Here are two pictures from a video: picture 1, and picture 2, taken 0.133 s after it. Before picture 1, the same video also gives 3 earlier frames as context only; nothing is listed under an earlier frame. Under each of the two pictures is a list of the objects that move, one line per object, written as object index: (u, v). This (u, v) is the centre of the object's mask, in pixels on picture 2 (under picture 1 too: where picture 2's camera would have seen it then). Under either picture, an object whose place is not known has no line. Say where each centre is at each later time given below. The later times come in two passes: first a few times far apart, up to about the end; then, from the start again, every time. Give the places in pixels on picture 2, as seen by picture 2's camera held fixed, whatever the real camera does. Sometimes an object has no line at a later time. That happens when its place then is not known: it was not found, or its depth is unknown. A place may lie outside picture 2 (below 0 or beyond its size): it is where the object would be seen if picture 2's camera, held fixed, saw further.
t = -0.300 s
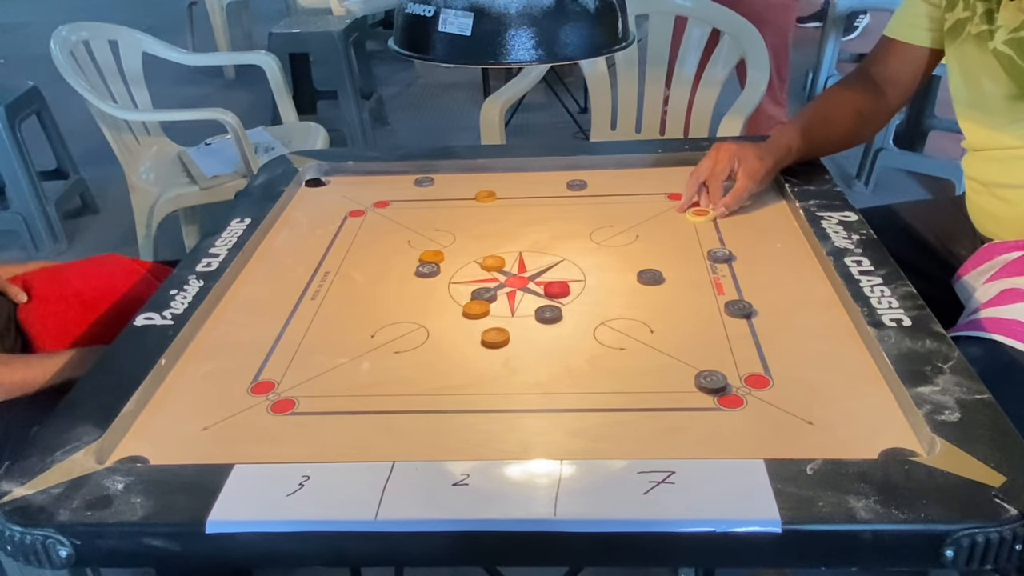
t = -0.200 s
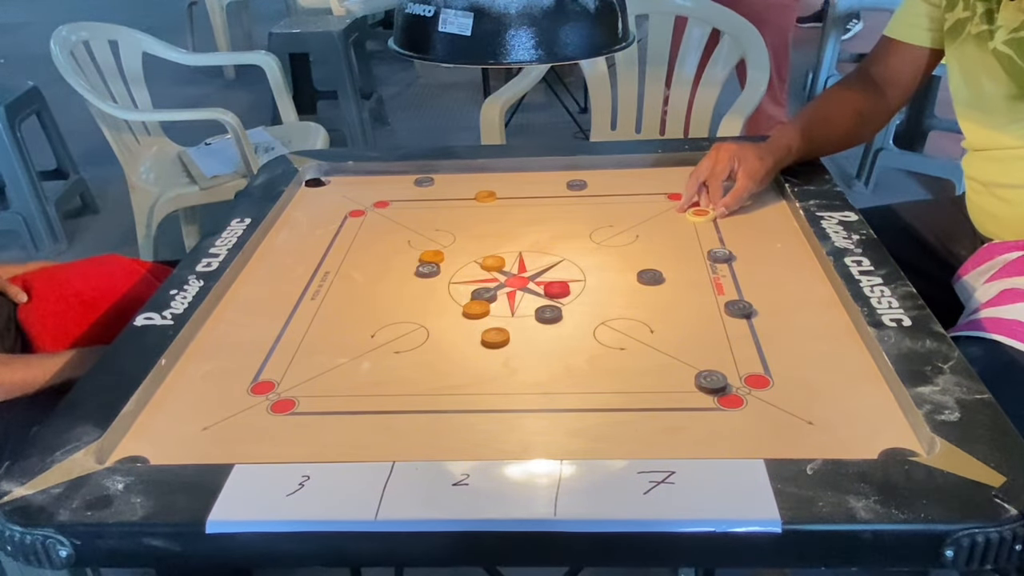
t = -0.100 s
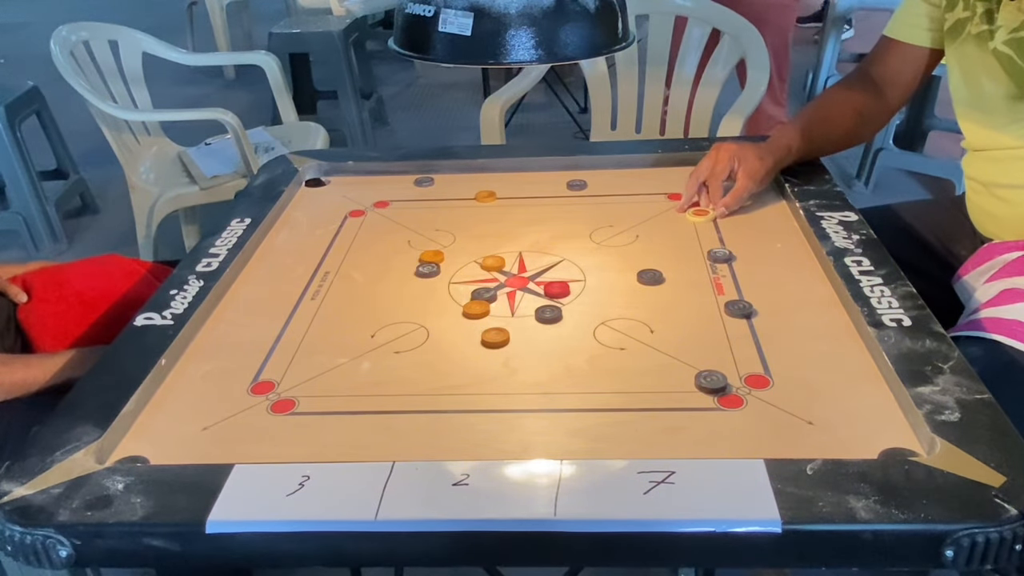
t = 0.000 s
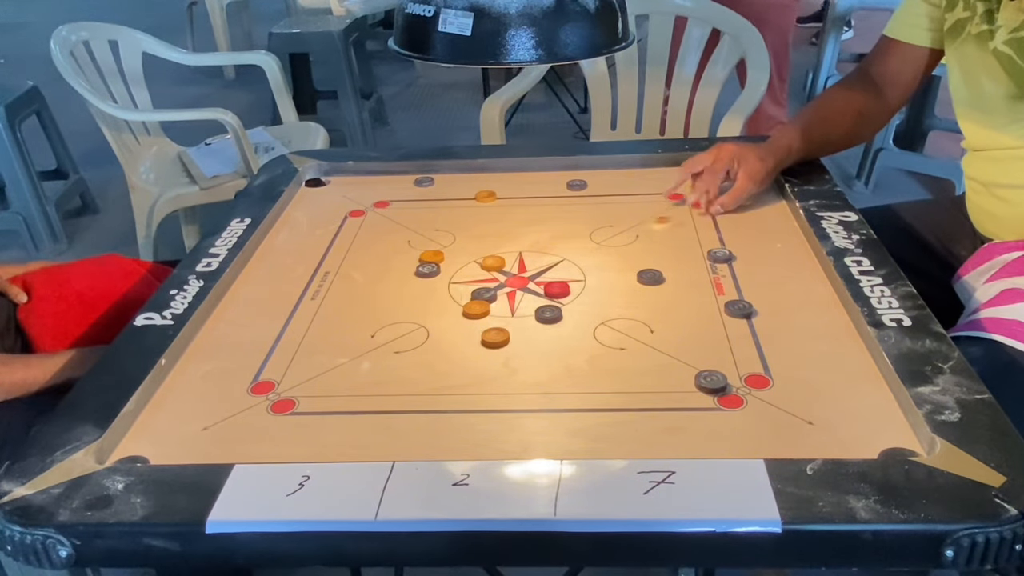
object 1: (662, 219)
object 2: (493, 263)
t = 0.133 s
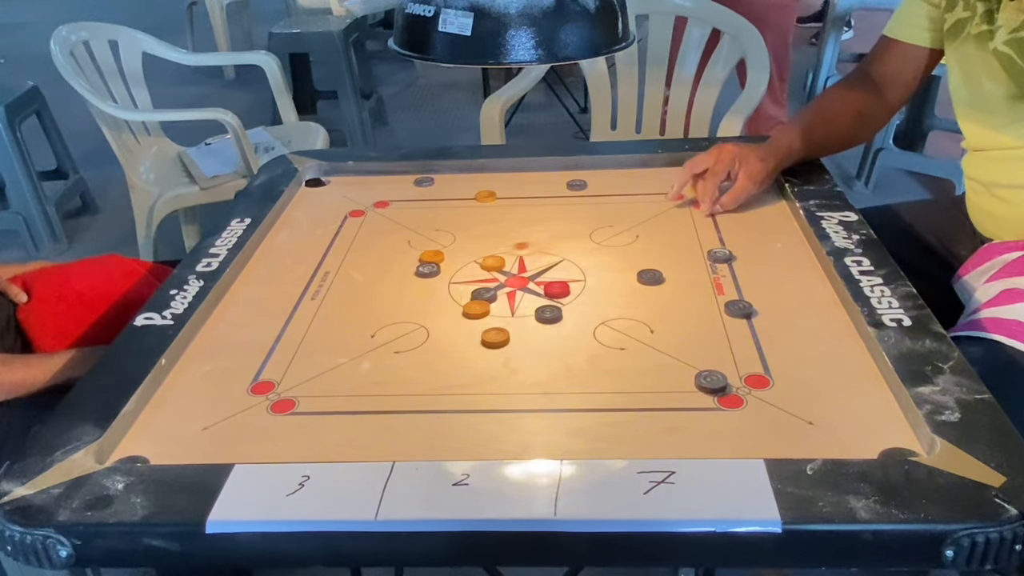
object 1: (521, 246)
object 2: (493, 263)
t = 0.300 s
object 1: (420, 254)
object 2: (410, 327)
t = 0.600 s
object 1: (366, 254)
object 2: (250, 444)
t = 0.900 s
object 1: (364, 254)
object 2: (199, 450)
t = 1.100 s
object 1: (364, 253)
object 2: (200, 450)
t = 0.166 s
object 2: (484, 270)
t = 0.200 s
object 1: (461, 251)
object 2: (466, 284)
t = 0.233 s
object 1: (444, 254)
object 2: (447, 298)
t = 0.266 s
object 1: (432, 254)
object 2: (429, 312)
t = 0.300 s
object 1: (420, 254)
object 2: (410, 327)
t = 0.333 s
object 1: (411, 254)
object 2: (391, 341)
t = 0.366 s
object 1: (402, 254)
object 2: (373, 355)
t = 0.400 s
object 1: (394, 254)
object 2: (354, 369)
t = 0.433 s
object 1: (387, 254)
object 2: (336, 383)
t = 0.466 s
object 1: (381, 254)
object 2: (318, 396)
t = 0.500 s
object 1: (376, 254)
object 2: (300, 409)
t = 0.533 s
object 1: (372, 254)
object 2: (284, 421)
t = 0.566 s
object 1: (369, 254)
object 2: (266, 433)
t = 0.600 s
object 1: (366, 254)
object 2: (250, 444)
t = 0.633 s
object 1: (365, 254)
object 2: (236, 452)
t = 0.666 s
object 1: (364, 254)
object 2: (224, 456)
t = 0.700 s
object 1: (364, 254)
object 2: (214, 459)
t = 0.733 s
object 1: (364, 254)
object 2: (209, 457)
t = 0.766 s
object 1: (364, 254)
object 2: (205, 455)
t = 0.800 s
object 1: (364, 254)
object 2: (203, 453)
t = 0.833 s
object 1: (364, 254)
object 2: (201, 452)
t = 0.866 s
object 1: (364, 254)
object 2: (200, 451)
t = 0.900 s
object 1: (364, 254)
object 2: (199, 450)
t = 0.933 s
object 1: (364, 254)
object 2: (200, 451)
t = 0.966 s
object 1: (364, 254)
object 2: (200, 451)
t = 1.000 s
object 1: (364, 254)
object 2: (200, 450)
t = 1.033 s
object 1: (364, 254)
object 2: (200, 451)
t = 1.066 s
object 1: (364, 254)
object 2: (200, 451)
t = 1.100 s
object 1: (364, 253)
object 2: (200, 450)
